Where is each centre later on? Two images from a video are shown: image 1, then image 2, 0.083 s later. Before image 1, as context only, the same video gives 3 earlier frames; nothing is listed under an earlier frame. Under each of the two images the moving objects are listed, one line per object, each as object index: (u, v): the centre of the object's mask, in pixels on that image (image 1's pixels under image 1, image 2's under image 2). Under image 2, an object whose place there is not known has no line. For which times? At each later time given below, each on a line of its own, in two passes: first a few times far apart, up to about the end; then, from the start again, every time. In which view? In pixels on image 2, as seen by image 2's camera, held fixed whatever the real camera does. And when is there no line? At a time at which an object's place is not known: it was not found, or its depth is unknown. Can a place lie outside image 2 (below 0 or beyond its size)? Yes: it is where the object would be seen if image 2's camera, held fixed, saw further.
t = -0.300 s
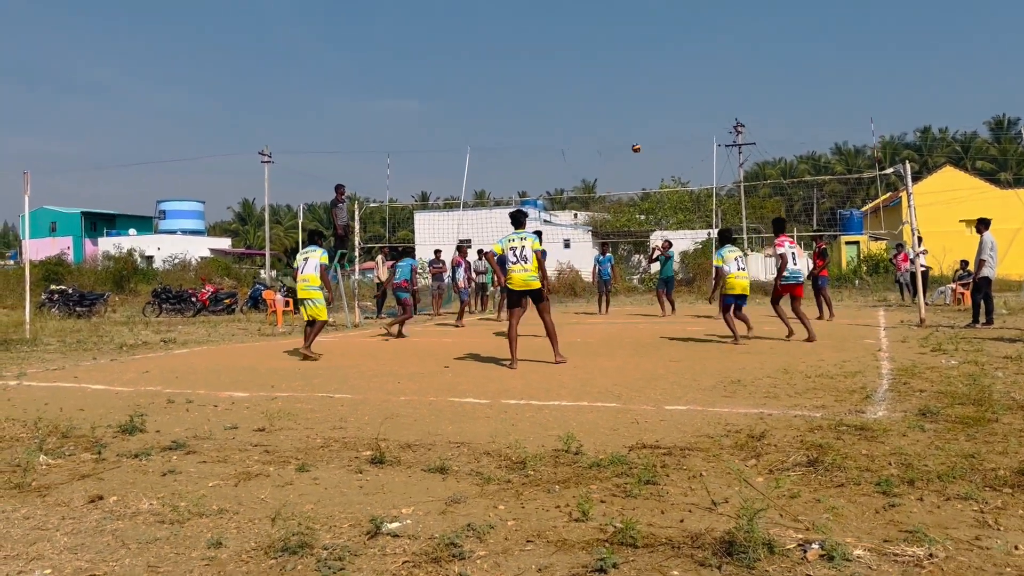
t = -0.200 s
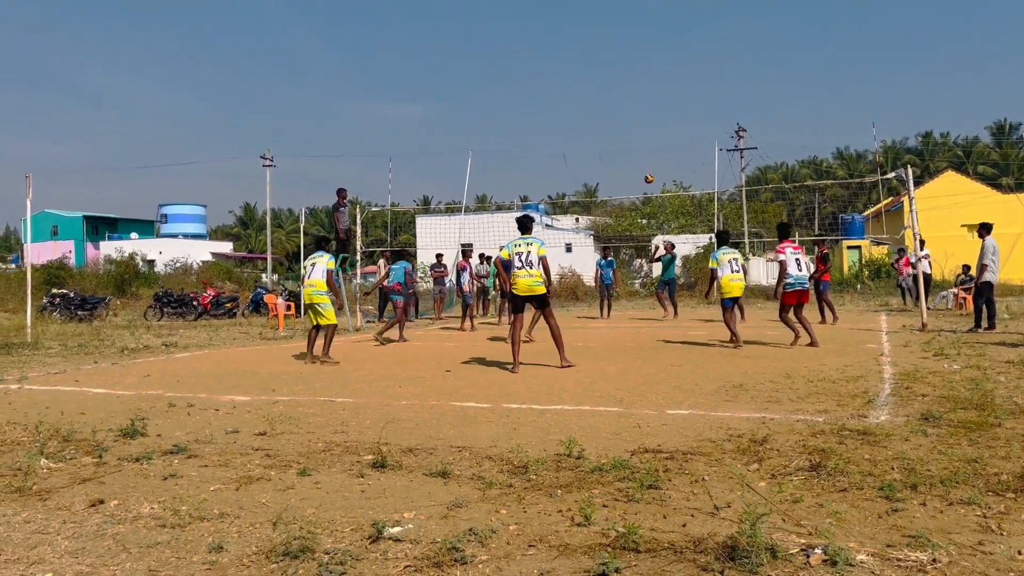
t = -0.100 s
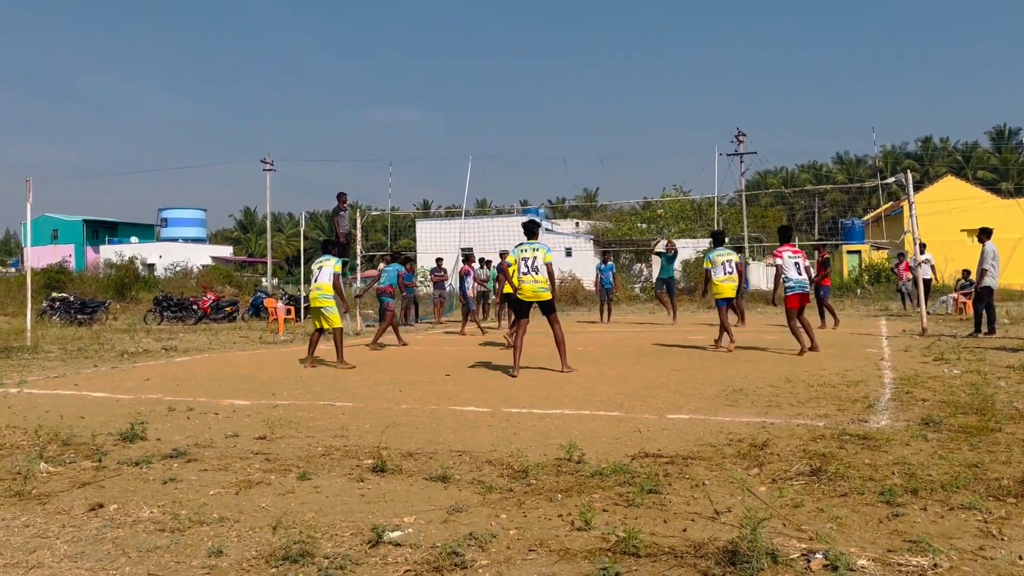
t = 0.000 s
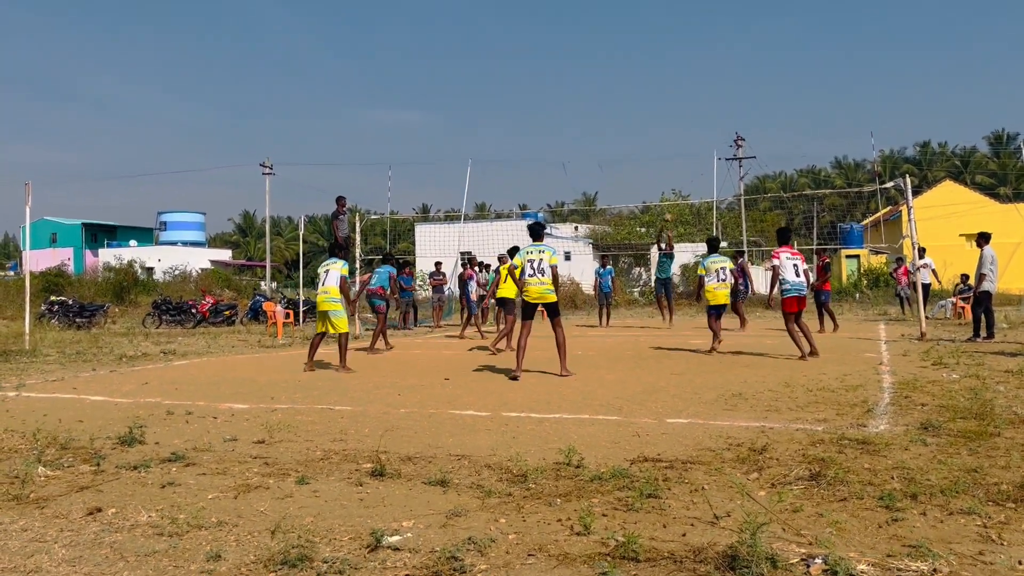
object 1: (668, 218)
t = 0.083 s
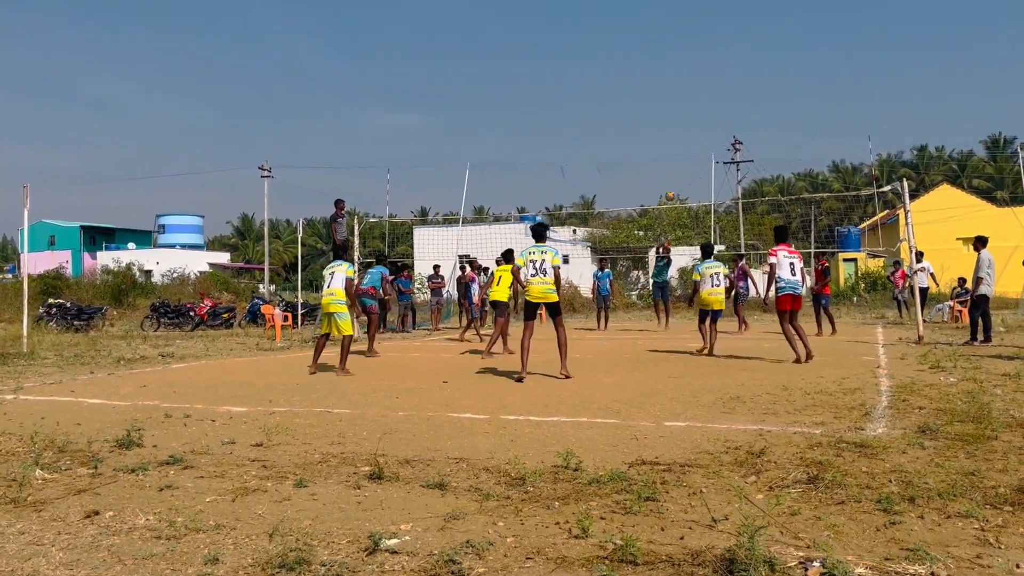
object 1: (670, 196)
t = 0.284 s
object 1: (681, 144)
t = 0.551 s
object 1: (700, 98)
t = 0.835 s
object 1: (724, 87)
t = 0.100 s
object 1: (671, 192)
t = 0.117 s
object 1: (672, 187)
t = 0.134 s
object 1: (672, 182)
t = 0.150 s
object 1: (673, 177)
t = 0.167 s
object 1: (674, 173)
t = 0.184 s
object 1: (675, 168)
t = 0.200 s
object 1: (676, 164)
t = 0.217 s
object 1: (677, 160)
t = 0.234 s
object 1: (678, 156)
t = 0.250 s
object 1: (679, 152)
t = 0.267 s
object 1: (680, 148)
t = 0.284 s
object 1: (681, 144)
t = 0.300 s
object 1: (682, 140)
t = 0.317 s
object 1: (683, 137)
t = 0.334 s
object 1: (685, 133)
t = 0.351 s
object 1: (685, 130)
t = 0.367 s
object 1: (687, 127)
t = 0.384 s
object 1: (688, 123)
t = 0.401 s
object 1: (689, 120)
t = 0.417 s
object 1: (690, 117)
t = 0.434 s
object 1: (691, 114)
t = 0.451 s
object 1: (692, 112)
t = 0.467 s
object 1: (694, 109)
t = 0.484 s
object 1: (695, 107)
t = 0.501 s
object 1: (696, 104)
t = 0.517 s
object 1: (697, 102)
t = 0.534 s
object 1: (699, 100)
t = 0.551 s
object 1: (700, 98)
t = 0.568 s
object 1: (701, 96)
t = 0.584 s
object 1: (703, 94)
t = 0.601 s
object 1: (704, 93)
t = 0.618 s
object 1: (705, 91)
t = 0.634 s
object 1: (707, 90)
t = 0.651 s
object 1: (708, 89)
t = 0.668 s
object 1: (710, 88)
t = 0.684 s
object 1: (711, 87)
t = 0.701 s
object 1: (712, 87)
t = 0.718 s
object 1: (714, 86)
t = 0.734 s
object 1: (715, 86)
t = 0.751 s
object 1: (716, 86)
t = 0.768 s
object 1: (718, 86)
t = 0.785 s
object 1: (719, 86)
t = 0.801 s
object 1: (721, 86)
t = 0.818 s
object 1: (722, 87)
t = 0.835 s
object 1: (724, 87)
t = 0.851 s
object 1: (725, 89)
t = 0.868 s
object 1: (727, 89)
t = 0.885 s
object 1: (729, 91)
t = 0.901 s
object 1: (730, 92)
